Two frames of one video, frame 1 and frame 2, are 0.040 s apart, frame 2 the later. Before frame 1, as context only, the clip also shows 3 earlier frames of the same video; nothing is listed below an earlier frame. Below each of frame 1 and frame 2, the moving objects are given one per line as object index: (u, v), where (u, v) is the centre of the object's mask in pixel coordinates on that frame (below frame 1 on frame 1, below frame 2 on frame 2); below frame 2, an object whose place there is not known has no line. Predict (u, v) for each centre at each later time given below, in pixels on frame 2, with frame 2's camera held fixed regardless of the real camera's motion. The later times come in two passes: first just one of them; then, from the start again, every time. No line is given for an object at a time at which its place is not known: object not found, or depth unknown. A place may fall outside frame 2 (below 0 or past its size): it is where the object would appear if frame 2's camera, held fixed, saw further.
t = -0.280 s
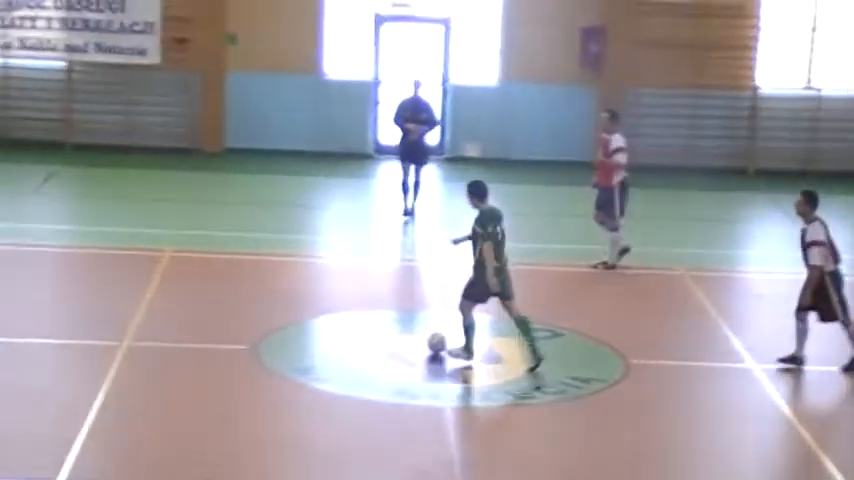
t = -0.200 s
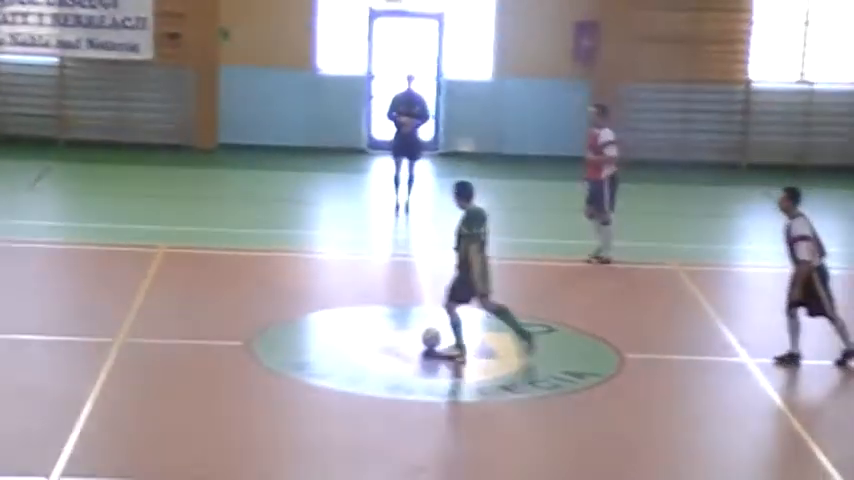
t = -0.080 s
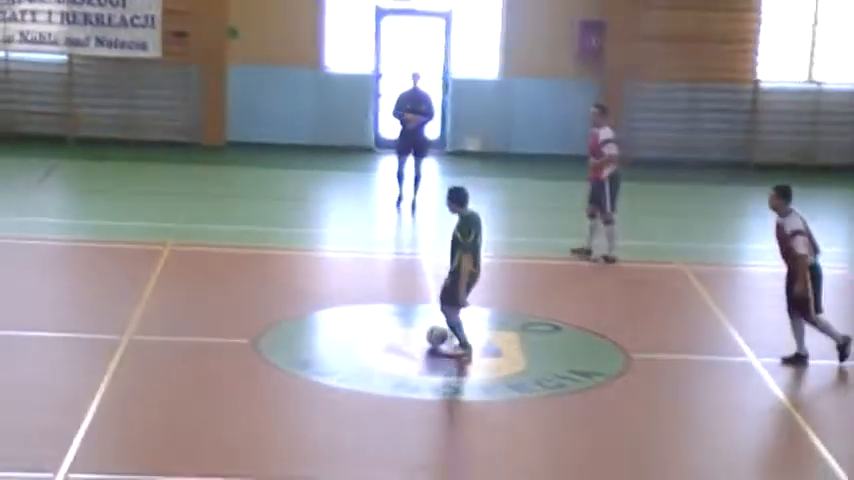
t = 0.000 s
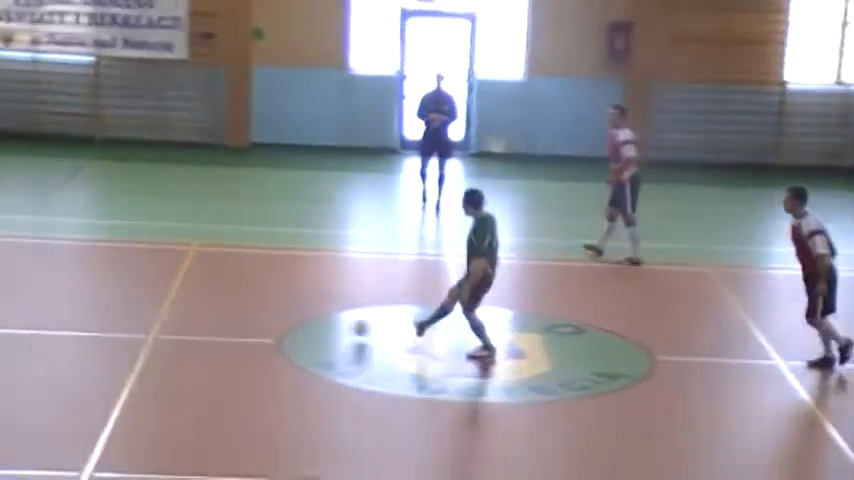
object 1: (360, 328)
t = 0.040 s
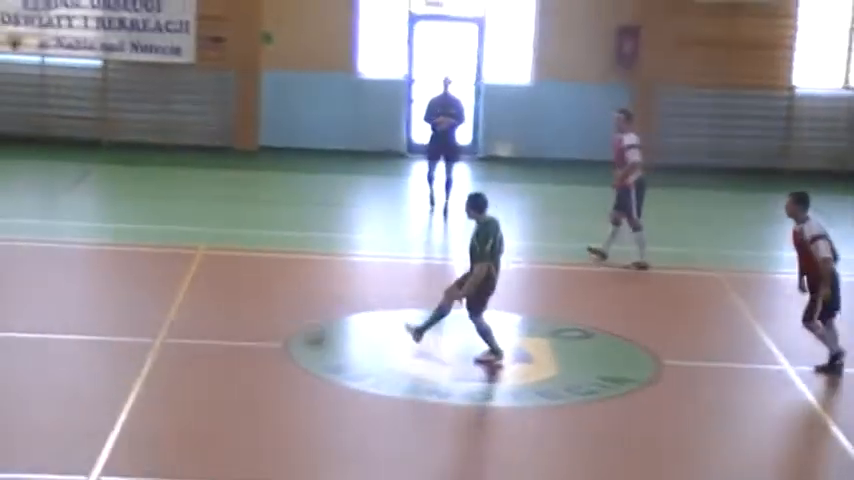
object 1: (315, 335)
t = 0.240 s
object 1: (90, 317)
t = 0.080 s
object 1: (269, 327)
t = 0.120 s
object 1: (222, 322)
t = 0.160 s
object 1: (177, 317)
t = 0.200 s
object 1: (132, 316)
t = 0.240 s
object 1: (90, 317)
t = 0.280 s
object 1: (49, 312)
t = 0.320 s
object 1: (8, 308)
